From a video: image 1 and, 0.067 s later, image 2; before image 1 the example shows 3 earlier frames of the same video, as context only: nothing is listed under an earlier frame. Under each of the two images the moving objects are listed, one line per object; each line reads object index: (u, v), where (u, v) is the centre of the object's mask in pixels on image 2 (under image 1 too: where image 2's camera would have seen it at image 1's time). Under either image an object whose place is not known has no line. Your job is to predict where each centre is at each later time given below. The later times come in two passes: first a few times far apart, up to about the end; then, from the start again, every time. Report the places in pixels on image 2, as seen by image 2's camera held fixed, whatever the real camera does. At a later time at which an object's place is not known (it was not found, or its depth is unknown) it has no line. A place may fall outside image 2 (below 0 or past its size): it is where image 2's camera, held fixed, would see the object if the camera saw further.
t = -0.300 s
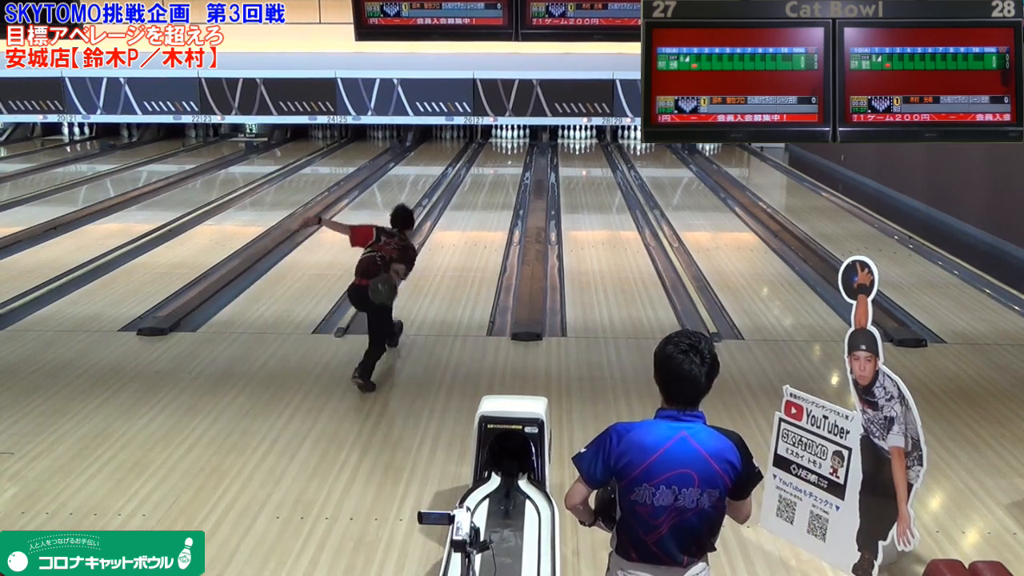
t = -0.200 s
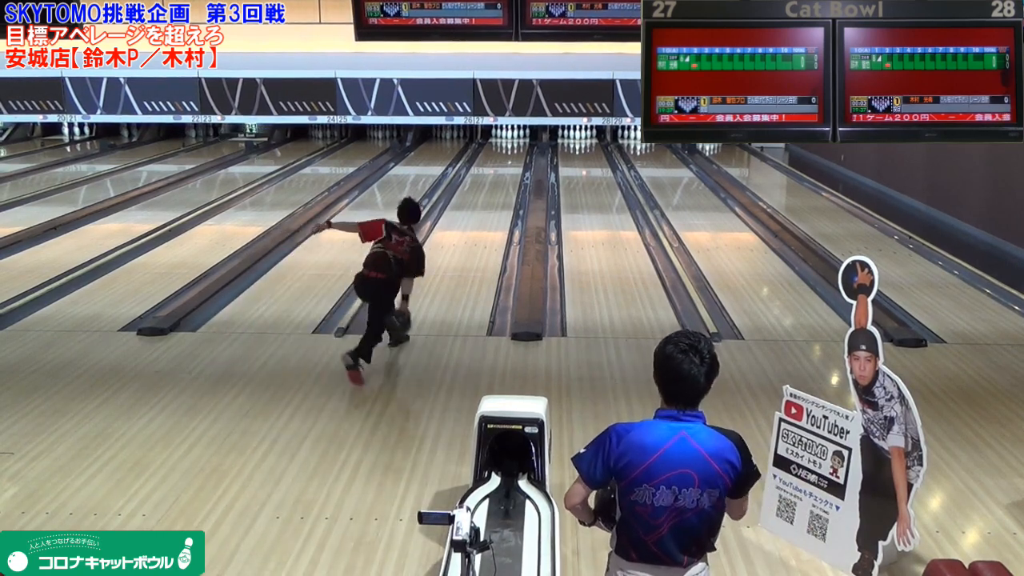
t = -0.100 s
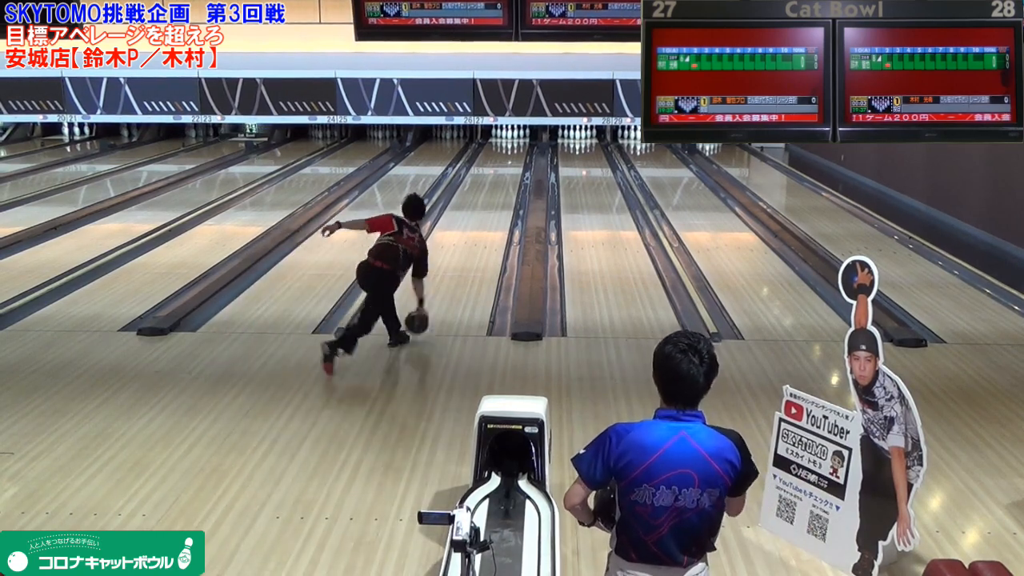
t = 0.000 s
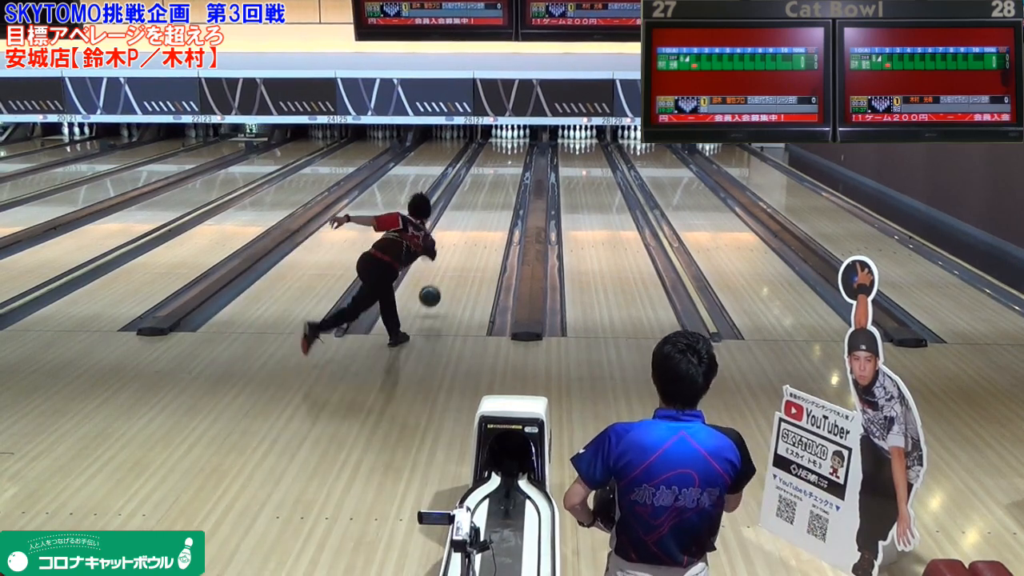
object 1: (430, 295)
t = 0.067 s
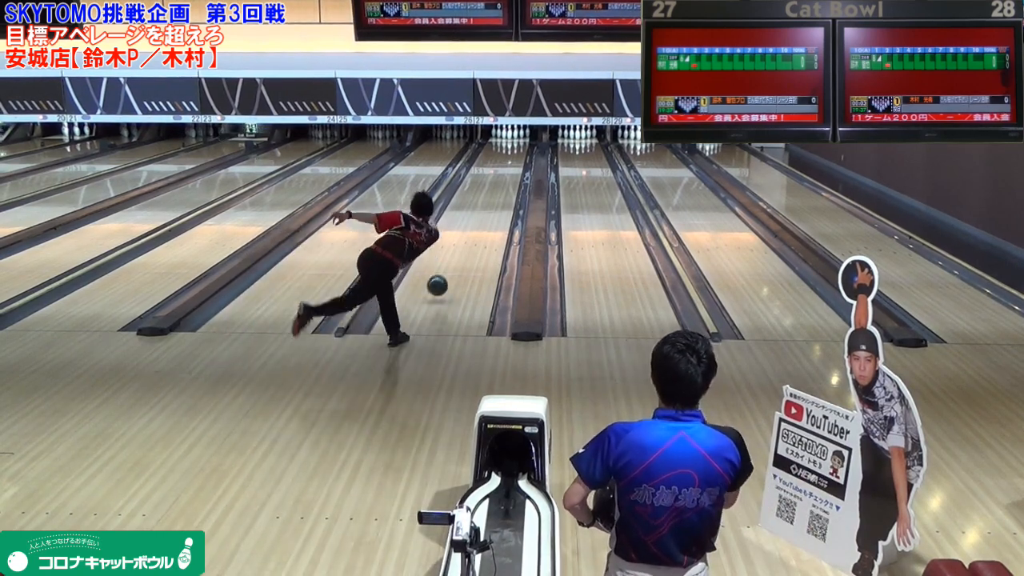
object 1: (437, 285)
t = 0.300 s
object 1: (458, 252)
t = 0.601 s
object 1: (476, 217)
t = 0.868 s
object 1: (488, 195)
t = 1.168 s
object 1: (497, 175)
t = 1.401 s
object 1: (503, 164)
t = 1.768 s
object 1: (509, 149)
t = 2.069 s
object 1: (511, 139)
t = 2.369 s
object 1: (514, 134)
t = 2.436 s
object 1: (514, 134)
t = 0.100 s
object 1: (441, 281)
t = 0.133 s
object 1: (444, 279)
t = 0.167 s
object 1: (447, 272)
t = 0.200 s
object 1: (450, 267)
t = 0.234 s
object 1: (453, 262)
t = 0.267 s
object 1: (456, 257)
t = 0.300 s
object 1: (458, 252)
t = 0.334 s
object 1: (461, 248)
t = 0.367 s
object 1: (463, 243)
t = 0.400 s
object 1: (465, 239)
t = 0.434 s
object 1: (467, 235)
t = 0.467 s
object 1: (469, 231)
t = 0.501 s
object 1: (471, 227)
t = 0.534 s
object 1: (473, 224)
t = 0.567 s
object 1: (475, 220)
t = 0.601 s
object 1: (476, 217)
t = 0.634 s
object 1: (478, 214)
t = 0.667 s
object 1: (480, 211)
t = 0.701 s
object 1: (481, 208)
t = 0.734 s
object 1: (482, 205)
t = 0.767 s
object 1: (484, 203)
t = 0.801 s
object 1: (485, 200)
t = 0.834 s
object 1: (486, 197)
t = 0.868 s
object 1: (488, 195)
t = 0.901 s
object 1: (489, 192)
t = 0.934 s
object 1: (490, 190)
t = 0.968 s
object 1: (491, 188)
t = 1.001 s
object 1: (492, 185)
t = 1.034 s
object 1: (493, 183)
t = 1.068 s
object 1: (494, 181)
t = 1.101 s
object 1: (495, 179)
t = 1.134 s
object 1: (496, 177)
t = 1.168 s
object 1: (497, 175)
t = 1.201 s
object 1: (498, 174)
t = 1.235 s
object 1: (499, 172)
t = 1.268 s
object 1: (499, 170)
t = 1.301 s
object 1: (500, 168)
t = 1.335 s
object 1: (501, 166)
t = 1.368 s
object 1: (502, 165)
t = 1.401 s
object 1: (503, 164)
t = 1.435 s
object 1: (503, 163)
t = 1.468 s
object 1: (504, 161)
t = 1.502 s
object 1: (505, 159)
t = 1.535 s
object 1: (505, 158)
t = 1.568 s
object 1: (506, 157)
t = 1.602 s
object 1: (506, 155)
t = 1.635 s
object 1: (507, 154)
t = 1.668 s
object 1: (507, 153)
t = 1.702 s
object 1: (507, 152)
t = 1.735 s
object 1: (508, 150)
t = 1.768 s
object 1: (509, 149)
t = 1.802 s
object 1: (509, 148)
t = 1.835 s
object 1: (509, 147)
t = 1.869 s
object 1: (509, 146)
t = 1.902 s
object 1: (509, 145)
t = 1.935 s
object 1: (510, 143)
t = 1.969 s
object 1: (510, 143)
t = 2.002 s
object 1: (510, 141)
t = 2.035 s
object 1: (511, 141)
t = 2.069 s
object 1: (511, 139)
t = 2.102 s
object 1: (511, 139)
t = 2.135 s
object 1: (511, 138)
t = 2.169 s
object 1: (511, 137)
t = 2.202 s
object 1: (511, 136)
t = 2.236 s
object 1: (512, 136)
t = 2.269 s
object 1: (512, 135)
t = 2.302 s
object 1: (512, 135)
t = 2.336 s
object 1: (514, 134)
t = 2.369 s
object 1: (514, 134)
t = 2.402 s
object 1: (514, 134)
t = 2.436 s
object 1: (514, 134)
